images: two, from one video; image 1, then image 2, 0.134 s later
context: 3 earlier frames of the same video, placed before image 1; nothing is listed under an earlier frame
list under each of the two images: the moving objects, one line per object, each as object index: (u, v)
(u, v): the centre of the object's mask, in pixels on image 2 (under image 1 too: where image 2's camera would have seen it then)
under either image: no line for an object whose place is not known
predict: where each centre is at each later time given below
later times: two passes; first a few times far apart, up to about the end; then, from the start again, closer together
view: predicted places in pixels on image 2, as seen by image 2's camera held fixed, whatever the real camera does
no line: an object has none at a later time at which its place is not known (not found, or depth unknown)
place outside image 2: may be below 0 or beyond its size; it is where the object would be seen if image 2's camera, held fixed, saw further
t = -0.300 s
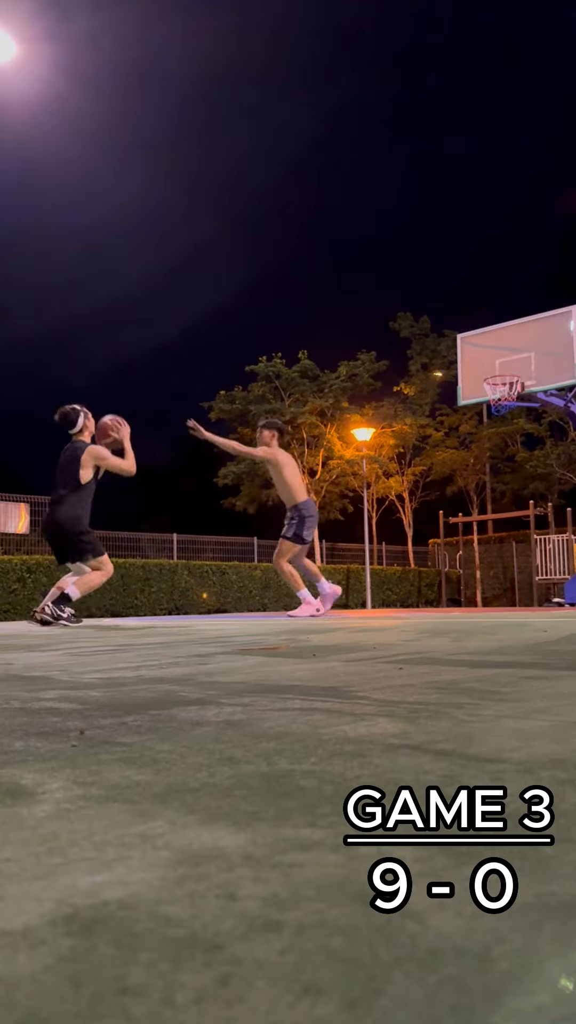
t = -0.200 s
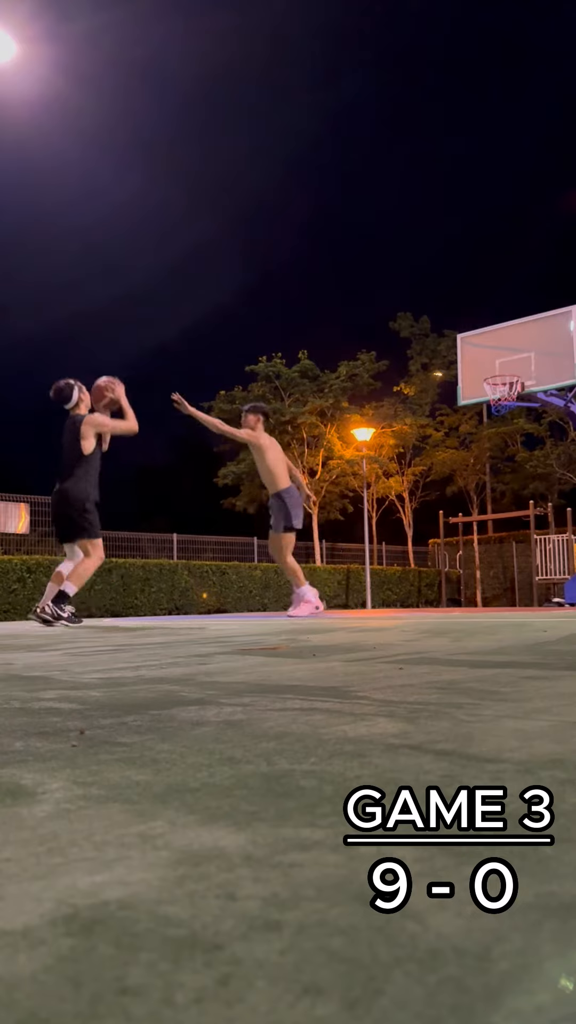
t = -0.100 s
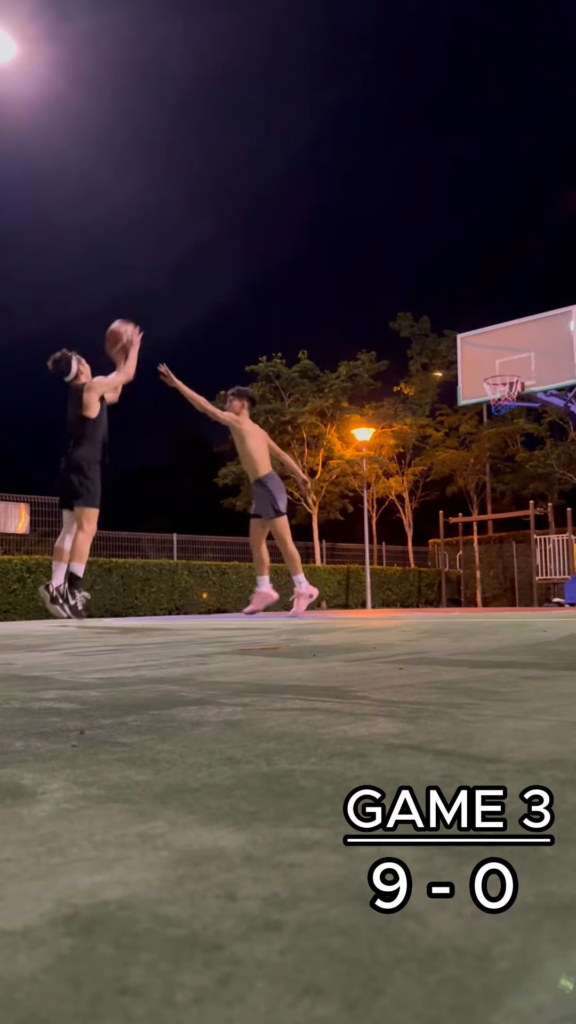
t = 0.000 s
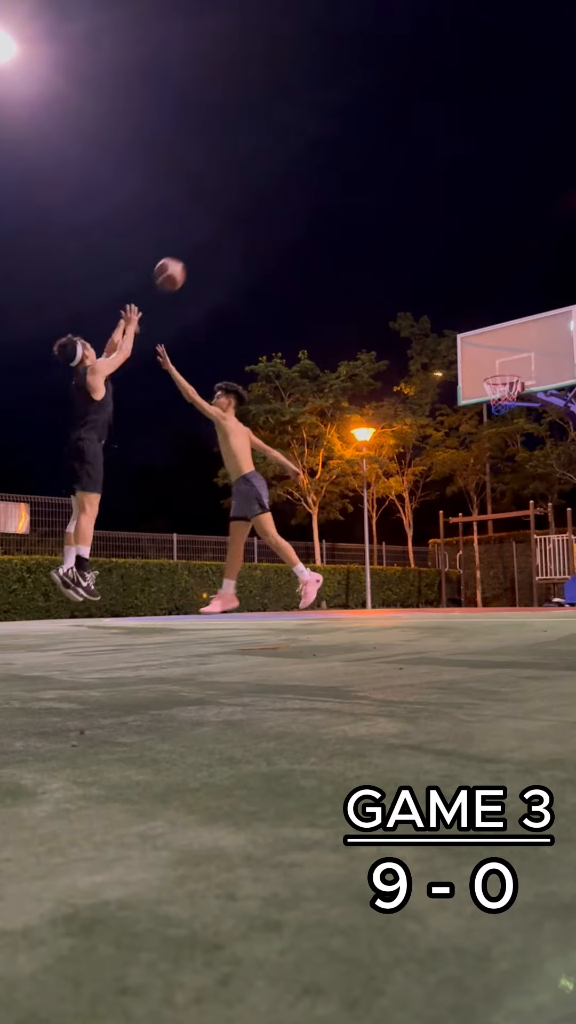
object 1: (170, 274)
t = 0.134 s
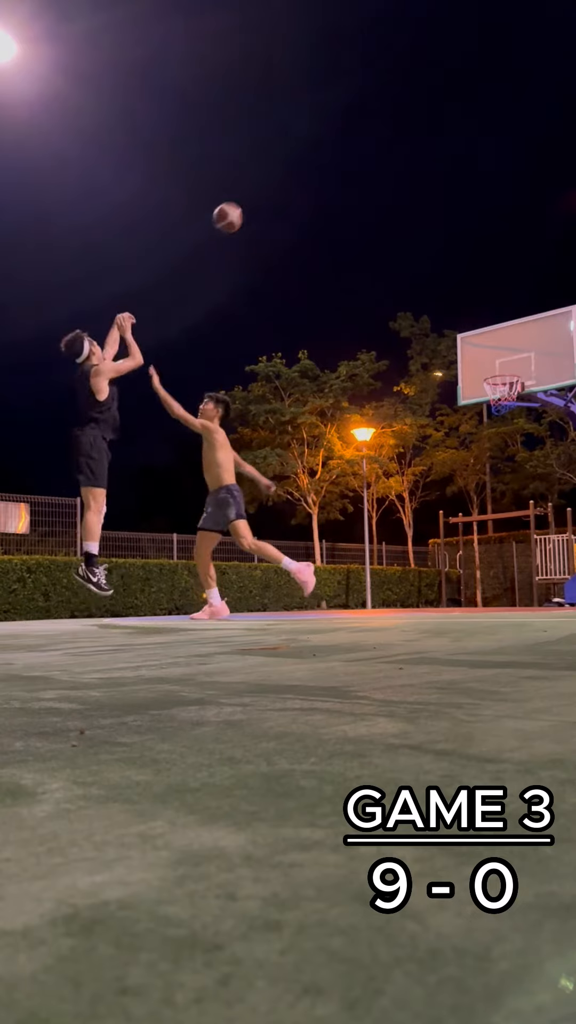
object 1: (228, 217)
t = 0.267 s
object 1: (277, 186)
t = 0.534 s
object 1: (355, 182)
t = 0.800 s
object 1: (417, 232)
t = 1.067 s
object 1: (469, 322)
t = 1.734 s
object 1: (567, 383)
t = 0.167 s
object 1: (241, 208)
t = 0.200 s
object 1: (253, 199)
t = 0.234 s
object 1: (265, 192)
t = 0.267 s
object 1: (277, 186)
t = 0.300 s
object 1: (288, 182)
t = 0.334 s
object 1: (298, 179)
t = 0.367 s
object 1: (309, 177)
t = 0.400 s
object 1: (318, 176)
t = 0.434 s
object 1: (328, 176)
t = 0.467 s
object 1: (337, 177)
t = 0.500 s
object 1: (346, 179)
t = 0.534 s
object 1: (355, 182)
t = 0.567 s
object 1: (364, 186)
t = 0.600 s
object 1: (372, 190)
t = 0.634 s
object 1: (380, 195)
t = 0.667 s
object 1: (388, 202)
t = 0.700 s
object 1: (396, 208)
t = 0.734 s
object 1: (403, 215)
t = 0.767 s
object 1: (410, 224)
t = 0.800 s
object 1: (417, 232)
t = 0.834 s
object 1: (424, 241)
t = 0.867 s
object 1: (431, 252)
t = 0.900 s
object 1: (438, 262)
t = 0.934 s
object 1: (444, 273)
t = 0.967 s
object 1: (451, 285)
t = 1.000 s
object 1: (457, 297)
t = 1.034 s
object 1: (463, 309)
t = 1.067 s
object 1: (469, 322)
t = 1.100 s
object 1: (475, 335)
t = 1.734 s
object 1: (567, 383)
